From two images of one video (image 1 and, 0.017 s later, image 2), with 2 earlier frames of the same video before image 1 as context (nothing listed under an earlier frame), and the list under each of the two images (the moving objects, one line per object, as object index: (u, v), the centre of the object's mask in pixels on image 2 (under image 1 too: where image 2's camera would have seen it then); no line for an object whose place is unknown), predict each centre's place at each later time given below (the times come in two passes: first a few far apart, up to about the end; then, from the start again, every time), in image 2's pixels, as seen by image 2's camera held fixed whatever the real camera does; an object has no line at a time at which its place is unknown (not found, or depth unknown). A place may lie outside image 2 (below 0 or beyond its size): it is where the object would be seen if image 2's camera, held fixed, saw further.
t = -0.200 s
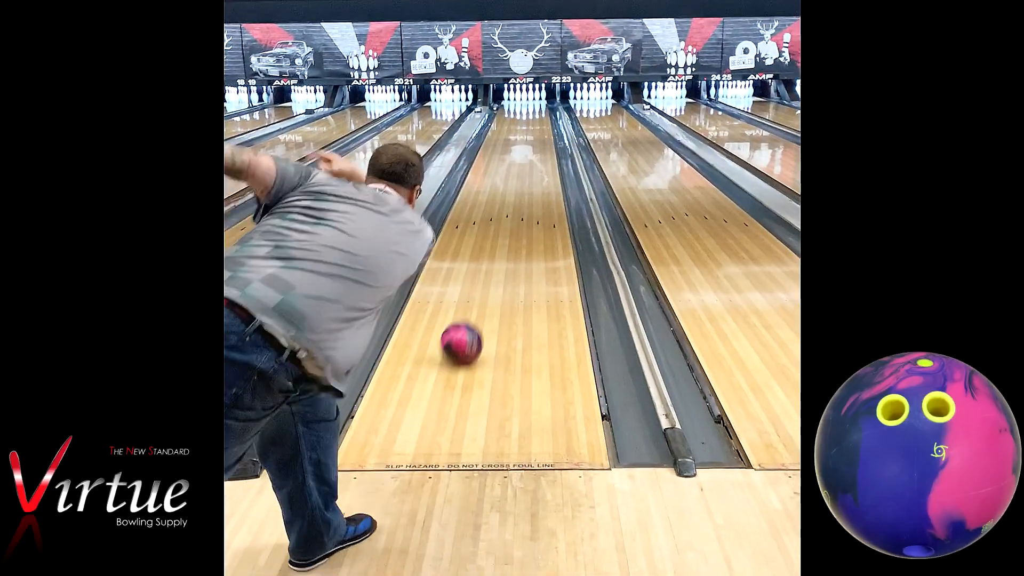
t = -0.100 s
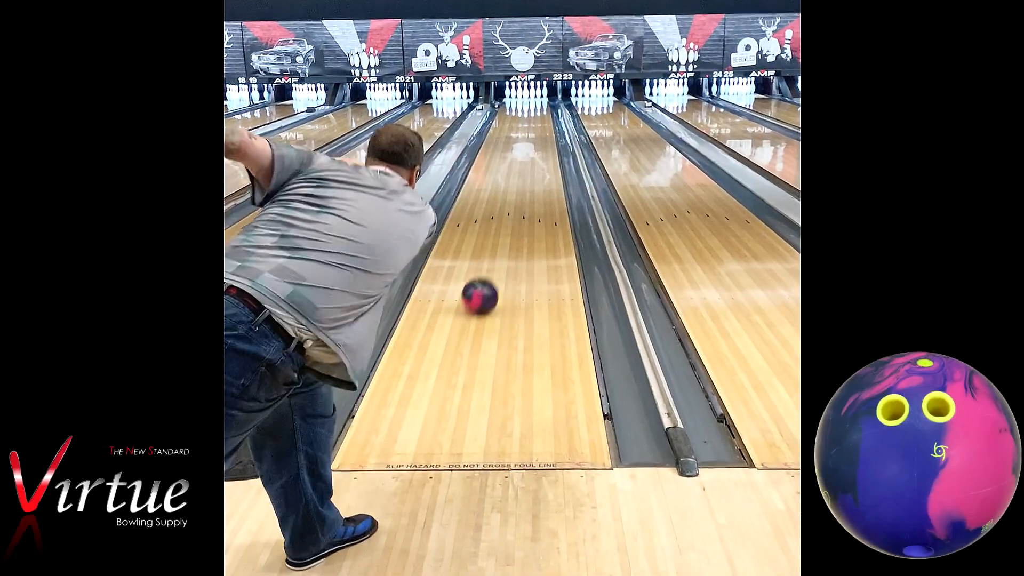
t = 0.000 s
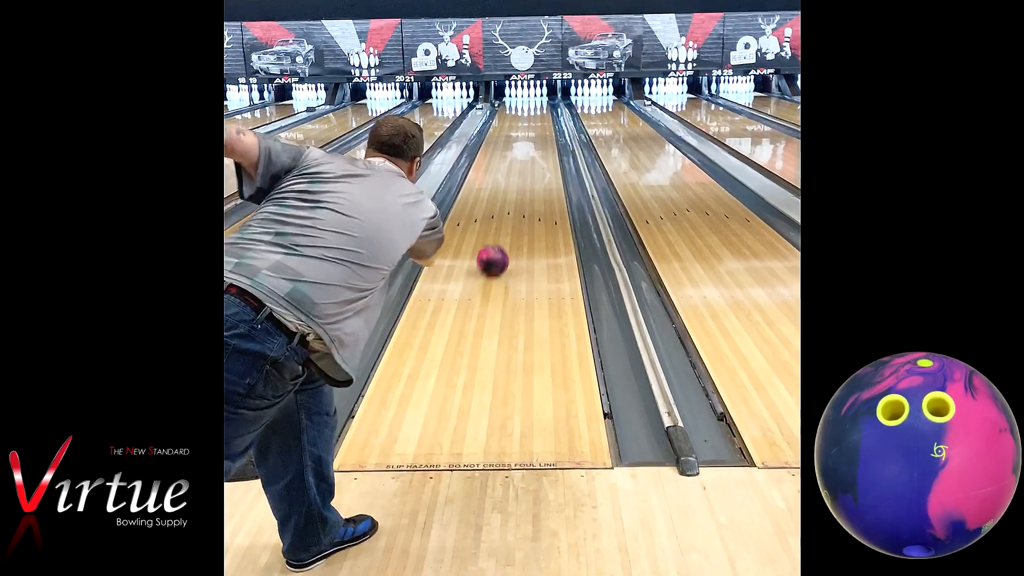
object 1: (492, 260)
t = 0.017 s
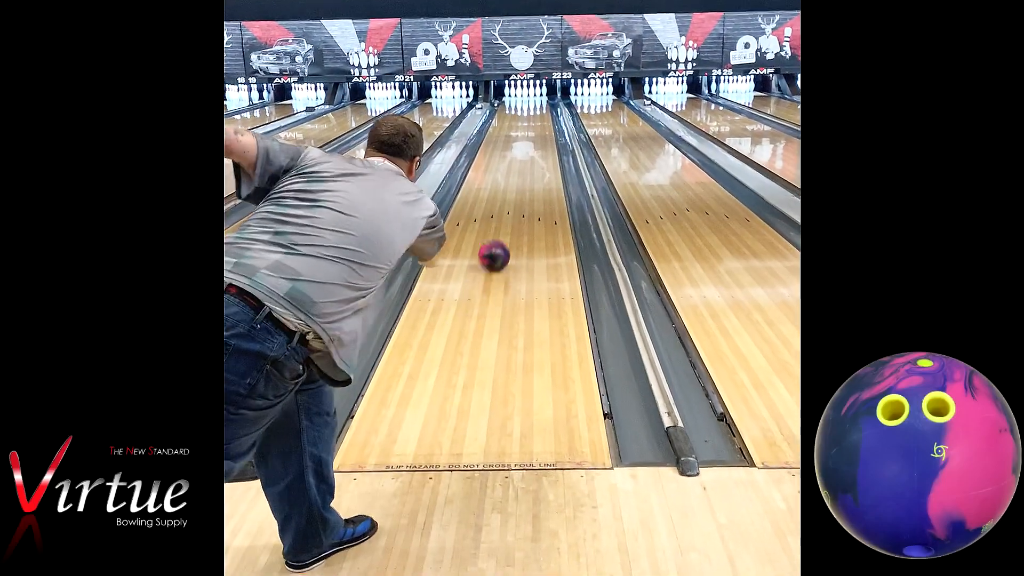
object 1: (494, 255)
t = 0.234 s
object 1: (511, 207)
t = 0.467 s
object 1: (523, 175)
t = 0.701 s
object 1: (531, 152)
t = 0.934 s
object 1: (535, 136)
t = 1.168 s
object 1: (538, 124)
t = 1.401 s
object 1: (539, 114)
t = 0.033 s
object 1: (496, 251)
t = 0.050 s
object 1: (497, 246)
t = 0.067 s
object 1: (499, 242)
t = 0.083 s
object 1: (500, 238)
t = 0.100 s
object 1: (502, 234)
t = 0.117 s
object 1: (503, 230)
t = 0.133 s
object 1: (505, 226)
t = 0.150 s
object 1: (506, 223)
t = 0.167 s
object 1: (507, 219)
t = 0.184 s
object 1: (508, 217)
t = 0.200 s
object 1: (509, 214)
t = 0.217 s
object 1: (510, 210)
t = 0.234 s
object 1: (511, 207)
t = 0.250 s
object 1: (513, 204)
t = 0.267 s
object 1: (514, 202)
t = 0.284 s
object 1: (515, 199)
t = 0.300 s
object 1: (516, 197)
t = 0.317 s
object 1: (517, 194)
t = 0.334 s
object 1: (517, 192)
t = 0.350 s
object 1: (518, 190)
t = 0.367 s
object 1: (519, 187)
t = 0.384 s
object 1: (520, 185)
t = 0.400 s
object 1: (521, 183)
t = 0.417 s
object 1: (521, 181)
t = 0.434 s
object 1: (522, 179)
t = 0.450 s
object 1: (523, 177)
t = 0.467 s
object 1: (523, 175)
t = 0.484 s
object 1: (524, 173)
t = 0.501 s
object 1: (525, 171)
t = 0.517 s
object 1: (525, 169)
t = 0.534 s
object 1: (526, 168)
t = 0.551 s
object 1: (526, 166)
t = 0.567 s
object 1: (527, 164)
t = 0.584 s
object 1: (527, 163)
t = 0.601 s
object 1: (528, 161)
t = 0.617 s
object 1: (528, 160)
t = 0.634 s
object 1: (529, 158)
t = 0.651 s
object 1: (529, 157)
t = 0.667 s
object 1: (530, 155)
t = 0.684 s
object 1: (530, 154)
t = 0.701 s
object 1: (531, 152)
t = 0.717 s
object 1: (531, 151)
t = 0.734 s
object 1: (531, 150)
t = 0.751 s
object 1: (532, 148)
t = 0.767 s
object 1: (533, 147)
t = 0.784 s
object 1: (533, 146)
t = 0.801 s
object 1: (533, 144)
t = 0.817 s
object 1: (533, 143)
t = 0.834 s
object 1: (534, 142)
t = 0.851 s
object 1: (534, 141)
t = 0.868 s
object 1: (534, 140)
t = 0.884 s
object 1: (535, 139)
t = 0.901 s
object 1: (535, 138)
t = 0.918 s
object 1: (535, 137)
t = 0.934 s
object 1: (535, 136)
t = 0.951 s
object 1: (535, 135)
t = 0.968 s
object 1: (536, 134)
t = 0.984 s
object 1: (536, 132)
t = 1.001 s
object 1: (536, 132)
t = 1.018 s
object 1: (536, 131)
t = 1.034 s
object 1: (537, 130)
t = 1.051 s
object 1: (537, 129)
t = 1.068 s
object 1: (537, 128)
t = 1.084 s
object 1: (537, 127)
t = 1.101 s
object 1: (537, 126)
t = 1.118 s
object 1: (538, 126)
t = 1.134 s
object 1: (538, 125)
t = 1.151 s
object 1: (538, 124)
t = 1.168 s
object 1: (538, 124)
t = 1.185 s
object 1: (538, 123)
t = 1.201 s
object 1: (538, 122)
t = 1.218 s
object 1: (538, 121)
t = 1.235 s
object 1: (539, 121)
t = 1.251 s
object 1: (539, 120)
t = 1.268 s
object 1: (539, 119)
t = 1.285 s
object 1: (539, 118)
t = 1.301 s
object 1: (539, 118)
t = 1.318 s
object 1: (539, 117)
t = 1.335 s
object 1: (539, 117)
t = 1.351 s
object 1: (539, 116)
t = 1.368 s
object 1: (539, 115)
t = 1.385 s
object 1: (539, 114)
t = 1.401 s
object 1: (539, 114)
